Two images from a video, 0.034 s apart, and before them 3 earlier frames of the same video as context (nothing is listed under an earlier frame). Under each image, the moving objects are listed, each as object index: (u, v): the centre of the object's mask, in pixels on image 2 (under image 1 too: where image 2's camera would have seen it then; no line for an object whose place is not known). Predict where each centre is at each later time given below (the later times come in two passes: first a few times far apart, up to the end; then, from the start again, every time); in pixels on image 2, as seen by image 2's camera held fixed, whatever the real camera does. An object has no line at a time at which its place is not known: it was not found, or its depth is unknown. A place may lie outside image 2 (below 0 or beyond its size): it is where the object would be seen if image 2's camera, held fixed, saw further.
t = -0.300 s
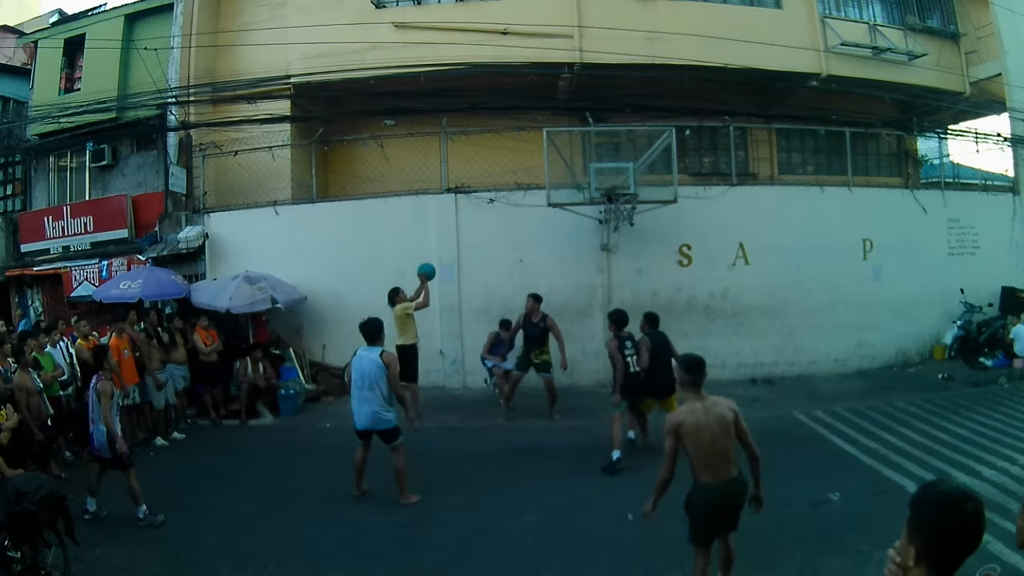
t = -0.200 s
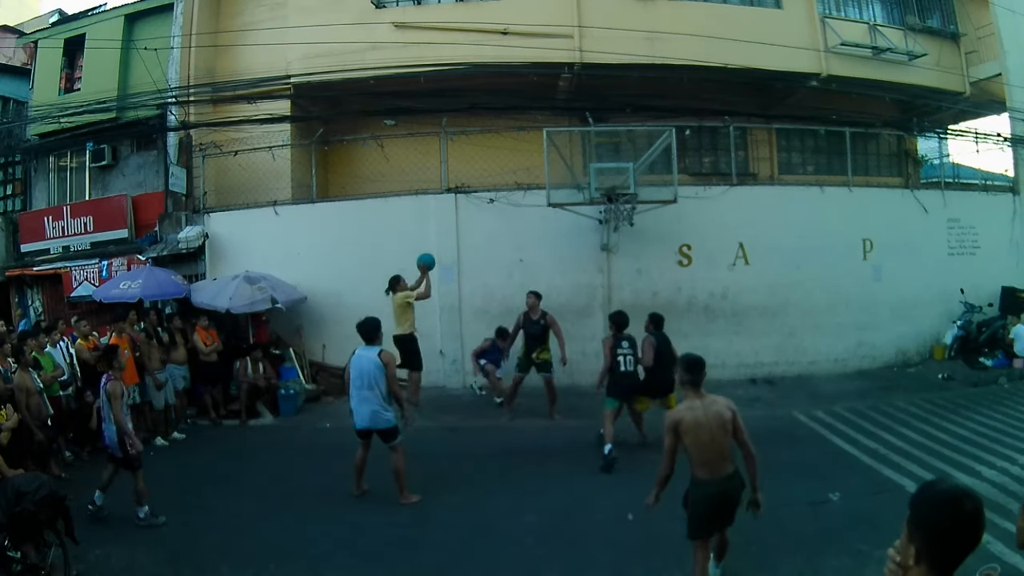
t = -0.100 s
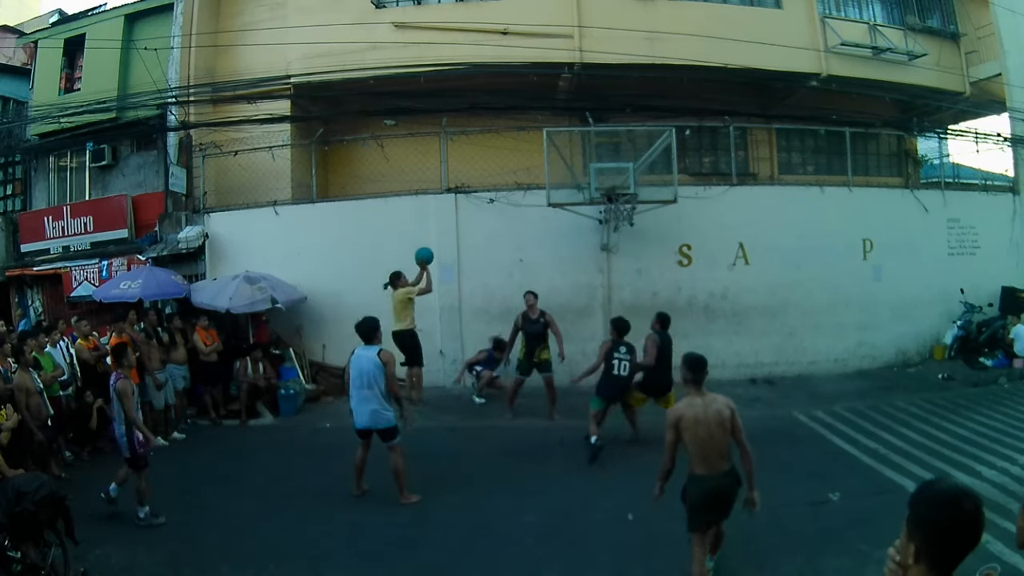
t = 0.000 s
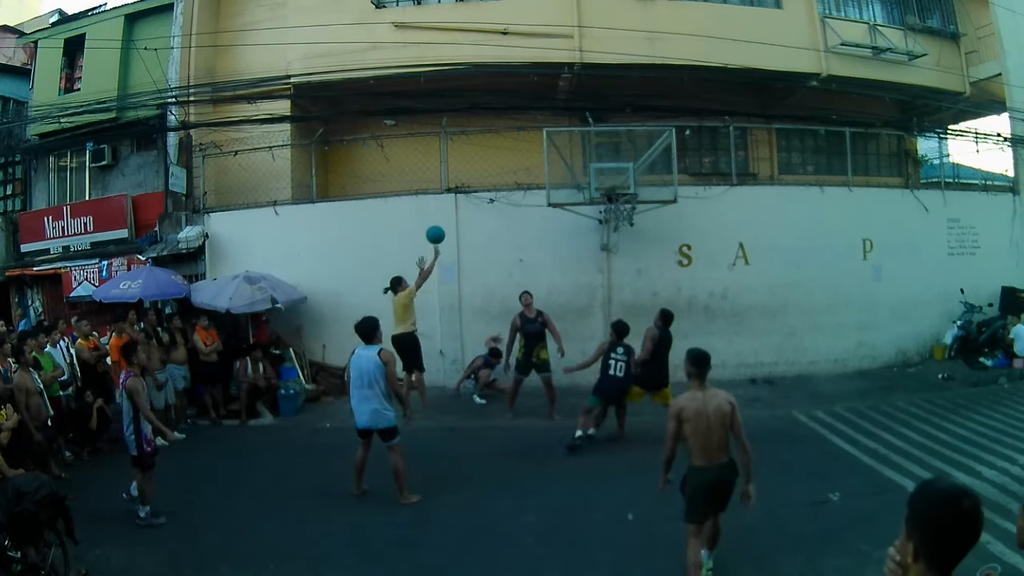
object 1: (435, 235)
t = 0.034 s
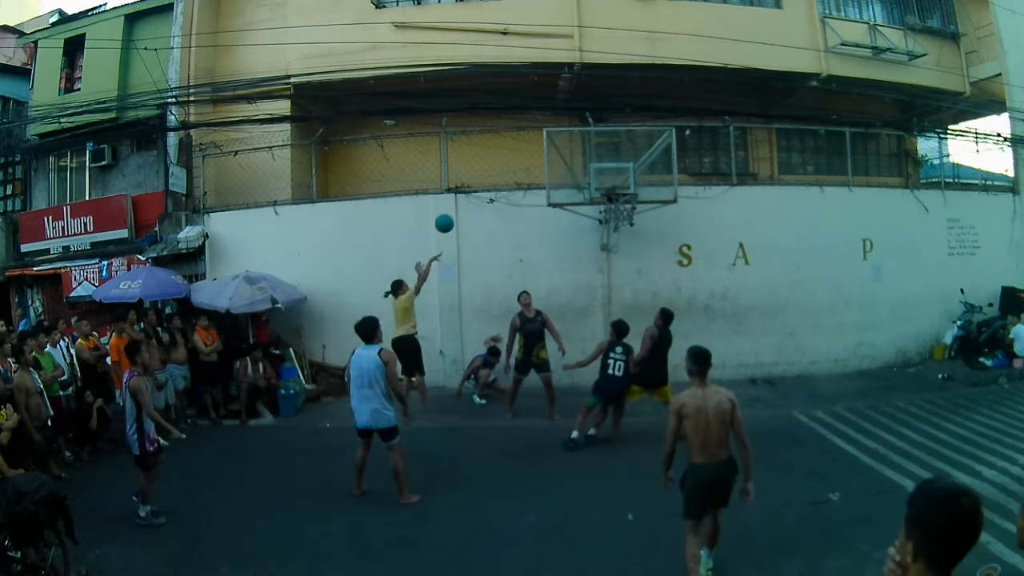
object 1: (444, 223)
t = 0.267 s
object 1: (507, 169)
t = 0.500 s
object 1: (571, 160)
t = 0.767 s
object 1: (619, 185)
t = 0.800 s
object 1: (611, 186)
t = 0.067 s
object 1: (453, 213)
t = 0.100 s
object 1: (462, 203)
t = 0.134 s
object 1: (470, 195)
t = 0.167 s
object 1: (480, 187)
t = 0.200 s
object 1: (489, 180)
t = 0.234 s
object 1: (498, 175)
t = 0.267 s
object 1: (507, 169)
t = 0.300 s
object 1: (516, 166)
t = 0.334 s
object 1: (525, 162)
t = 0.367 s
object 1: (534, 160)
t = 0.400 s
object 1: (543, 159)
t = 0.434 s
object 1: (552, 158)
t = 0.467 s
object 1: (561, 158)
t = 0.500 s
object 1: (571, 160)
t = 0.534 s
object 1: (579, 162)
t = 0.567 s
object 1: (589, 165)
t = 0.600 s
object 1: (597, 169)
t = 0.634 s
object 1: (606, 173)
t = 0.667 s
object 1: (616, 178)
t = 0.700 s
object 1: (624, 184)
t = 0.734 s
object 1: (625, 186)
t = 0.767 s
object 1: (619, 185)
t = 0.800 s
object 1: (611, 186)
